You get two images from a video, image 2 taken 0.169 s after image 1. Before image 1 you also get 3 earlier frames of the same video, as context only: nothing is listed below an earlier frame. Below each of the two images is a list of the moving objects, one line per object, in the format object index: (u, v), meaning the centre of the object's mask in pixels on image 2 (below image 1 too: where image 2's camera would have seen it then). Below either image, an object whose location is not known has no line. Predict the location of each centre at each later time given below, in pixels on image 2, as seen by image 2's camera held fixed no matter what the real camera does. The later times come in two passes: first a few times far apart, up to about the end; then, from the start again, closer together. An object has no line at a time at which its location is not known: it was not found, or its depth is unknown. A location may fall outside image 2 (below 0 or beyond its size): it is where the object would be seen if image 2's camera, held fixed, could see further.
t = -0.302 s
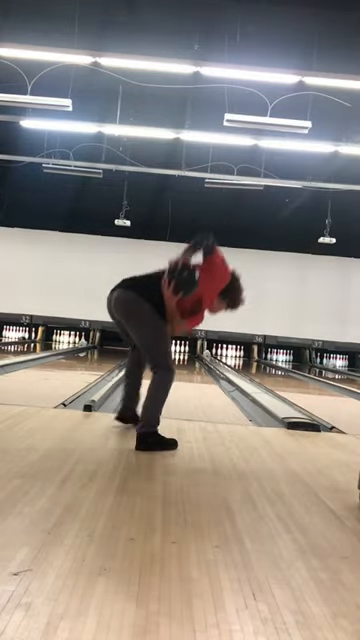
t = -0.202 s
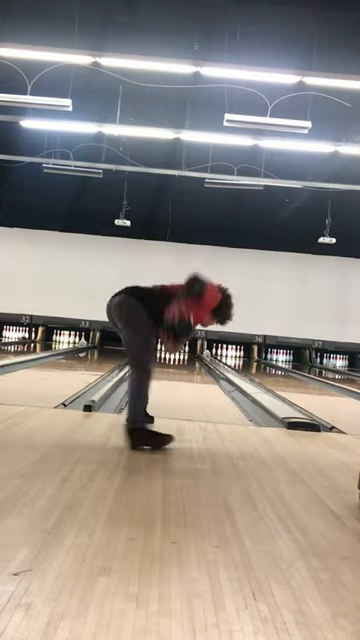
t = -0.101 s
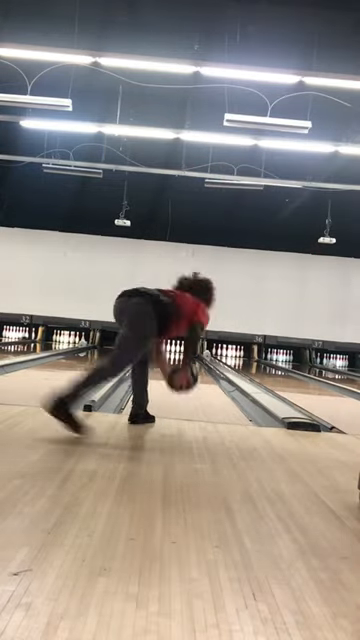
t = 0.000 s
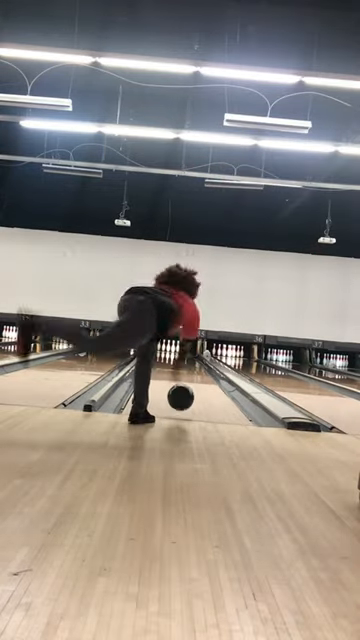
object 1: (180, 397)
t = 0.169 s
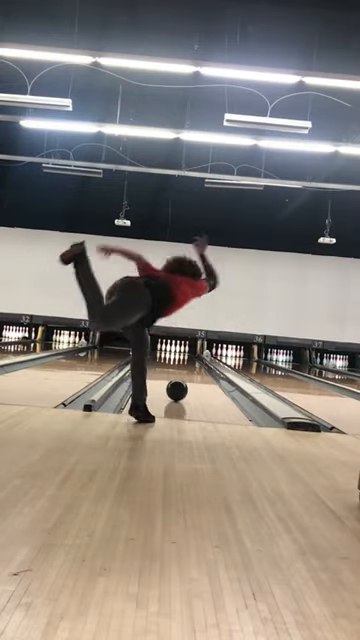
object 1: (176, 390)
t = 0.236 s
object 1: (176, 386)
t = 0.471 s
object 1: (174, 375)
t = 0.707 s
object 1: (172, 367)
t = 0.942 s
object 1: (172, 363)
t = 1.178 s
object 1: (171, 359)
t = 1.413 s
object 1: (170, 357)
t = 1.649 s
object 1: (170, 354)
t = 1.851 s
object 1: (171, 352)
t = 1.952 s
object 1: (172, 351)
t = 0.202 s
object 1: (176, 388)
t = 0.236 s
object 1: (176, 386)
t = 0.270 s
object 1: (175, 384)
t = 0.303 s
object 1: (175, 383)
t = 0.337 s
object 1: (174, 381)
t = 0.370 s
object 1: (174, 379)
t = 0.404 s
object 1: (174, 378)
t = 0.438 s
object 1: (174, 376)
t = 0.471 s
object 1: (174, 375)
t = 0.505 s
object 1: (173, 373)
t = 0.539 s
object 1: (173, 372)
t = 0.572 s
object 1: (173, 371)
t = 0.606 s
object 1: (172, 371)
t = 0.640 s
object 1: (173, 370)
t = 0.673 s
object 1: (172, 368)
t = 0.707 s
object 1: (172, 367)
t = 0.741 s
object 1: (172, 367)
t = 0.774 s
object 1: (172, 366)
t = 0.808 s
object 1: (172, 365)
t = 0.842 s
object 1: (172, 364)
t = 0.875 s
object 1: (172, 364)
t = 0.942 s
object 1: (172, 363)
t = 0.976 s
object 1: (172, 362)
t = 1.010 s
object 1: (171, 361)
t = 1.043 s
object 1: (171, 361)
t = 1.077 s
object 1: (171, 360)
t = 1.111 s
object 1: (171, 360)
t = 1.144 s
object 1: (170, 359)
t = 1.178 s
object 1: (171, 359)
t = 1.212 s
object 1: (171, 359)
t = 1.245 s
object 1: (170, 358)
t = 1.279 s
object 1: (171, 358)
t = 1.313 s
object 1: (171, 357)
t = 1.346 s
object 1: (170, 357)
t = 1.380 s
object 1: (170, 357)
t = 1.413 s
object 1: (170, 357)
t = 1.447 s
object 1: (170, 356)
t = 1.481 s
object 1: (170, 356)
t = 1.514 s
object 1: (170, 355)
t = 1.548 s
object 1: (170, 355)
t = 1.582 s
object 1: (170, 355)
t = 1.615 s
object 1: (170, 354)
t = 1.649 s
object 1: (170, 354)
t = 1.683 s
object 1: (170, 354)
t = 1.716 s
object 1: (170, 353)
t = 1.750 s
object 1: (170, 353)
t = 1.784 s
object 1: (170, 352)
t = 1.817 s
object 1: (171, 352)
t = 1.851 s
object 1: (171, 352)
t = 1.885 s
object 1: (172, 351)
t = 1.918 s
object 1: (172, 351)
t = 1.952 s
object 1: (172, 351)
